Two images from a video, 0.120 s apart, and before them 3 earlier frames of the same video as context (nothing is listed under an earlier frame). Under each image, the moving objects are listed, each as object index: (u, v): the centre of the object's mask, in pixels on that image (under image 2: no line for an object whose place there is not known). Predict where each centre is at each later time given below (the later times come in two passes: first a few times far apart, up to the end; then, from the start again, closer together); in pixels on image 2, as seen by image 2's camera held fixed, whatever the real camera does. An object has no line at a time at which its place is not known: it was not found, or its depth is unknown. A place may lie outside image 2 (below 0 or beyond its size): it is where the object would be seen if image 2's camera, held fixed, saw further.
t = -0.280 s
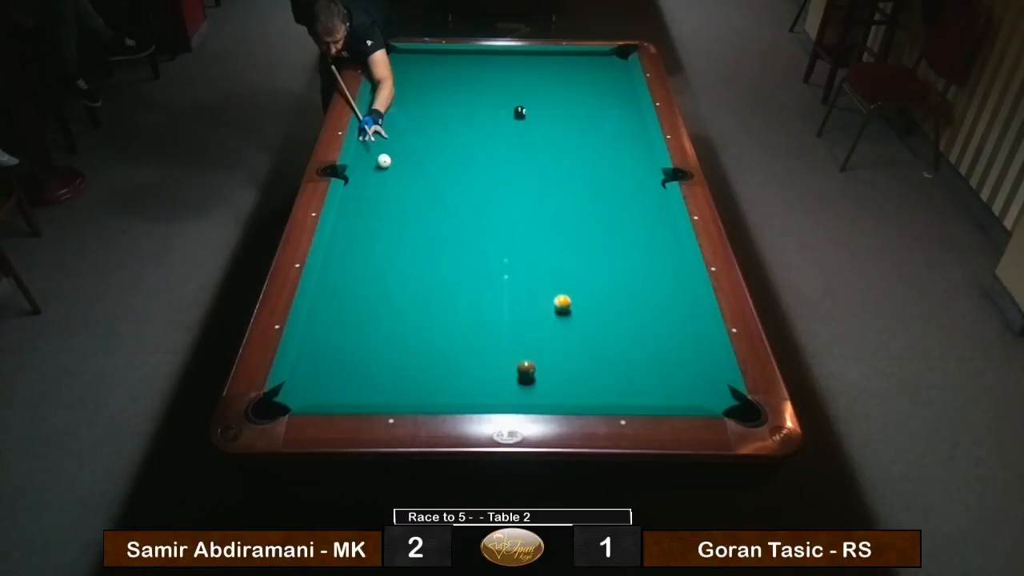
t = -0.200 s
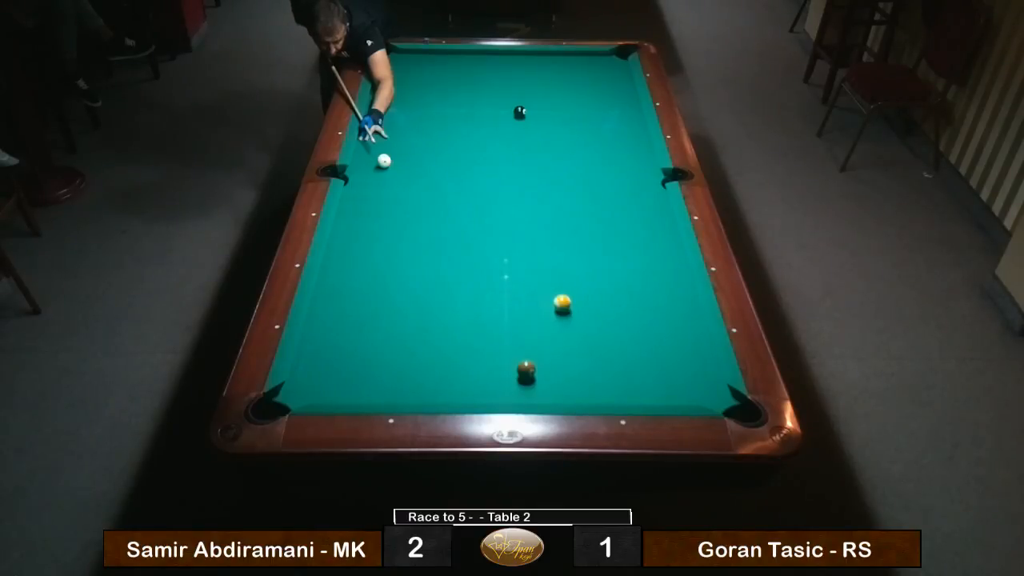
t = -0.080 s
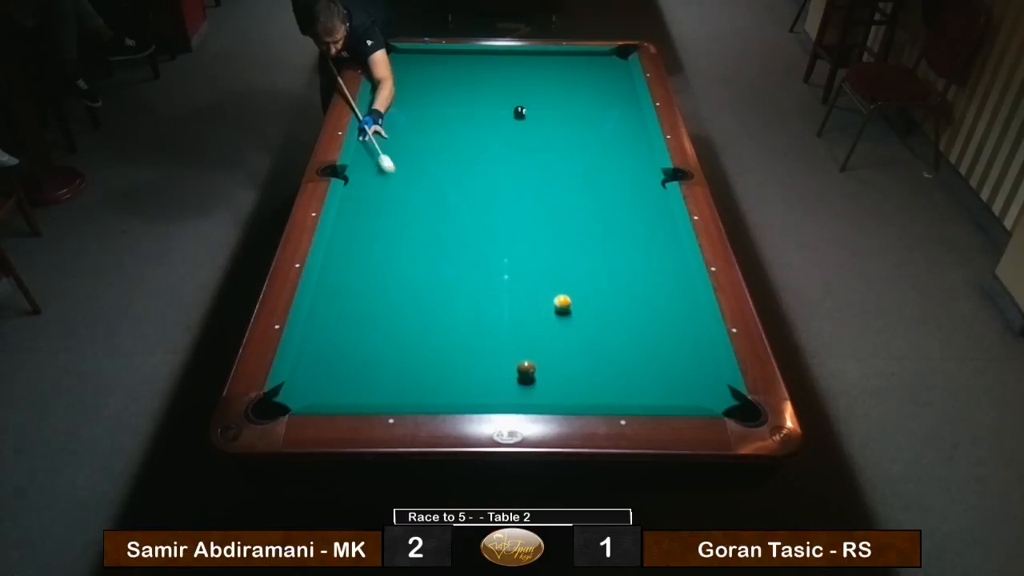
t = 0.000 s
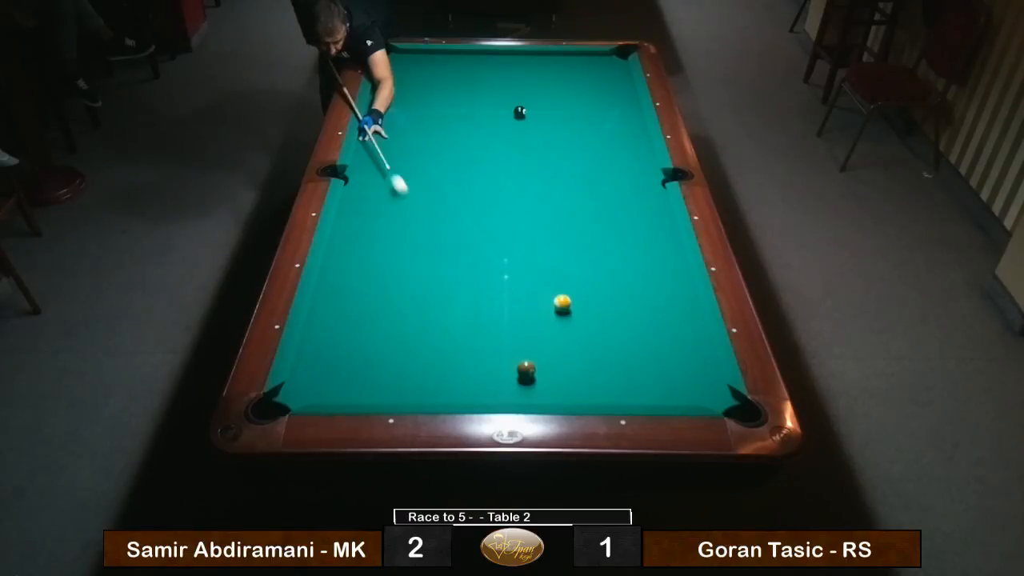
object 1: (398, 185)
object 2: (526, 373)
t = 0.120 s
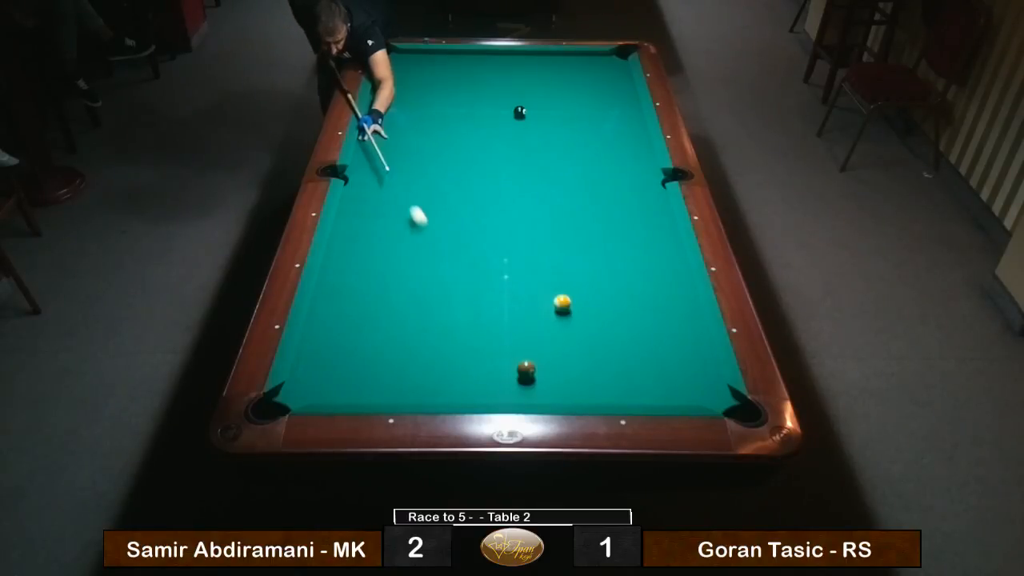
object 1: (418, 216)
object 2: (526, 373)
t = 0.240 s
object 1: (439, 251)
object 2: (526, 373)
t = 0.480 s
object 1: (489, 334)
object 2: (526, 373)
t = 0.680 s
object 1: (503, 384)
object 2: (559, 377)
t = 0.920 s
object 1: (501, 332)
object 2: (613, 385)
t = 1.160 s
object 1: (499, 289)
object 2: (667, 392)
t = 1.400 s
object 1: (497, 252)
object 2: (720, 401)
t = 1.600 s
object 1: (496, 225)
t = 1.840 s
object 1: (495, 196)
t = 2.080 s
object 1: (494, 170)
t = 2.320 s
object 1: (492, 147)
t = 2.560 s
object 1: (491, 127)
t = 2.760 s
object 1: (491, 111)
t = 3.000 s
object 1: (490, 94)
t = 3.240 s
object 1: (489, 79)
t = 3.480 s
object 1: (488, 65)
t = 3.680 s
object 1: (488, 54)
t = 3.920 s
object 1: (488, 59)
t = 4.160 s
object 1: (487, 67)
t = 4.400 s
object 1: (486, 74)
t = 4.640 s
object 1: (485, 80)
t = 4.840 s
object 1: (485, 86)
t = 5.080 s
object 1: (484, 92)
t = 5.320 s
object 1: (483, 98)
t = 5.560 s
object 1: (482, 103)
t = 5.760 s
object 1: (481, 107)
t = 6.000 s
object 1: (480, 112)
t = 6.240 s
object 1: (479, 116)
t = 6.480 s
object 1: (478, 120)
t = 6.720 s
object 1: (477, 123)
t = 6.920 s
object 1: (477, 125)
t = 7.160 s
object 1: (476, 127)
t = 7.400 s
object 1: (477, 129)
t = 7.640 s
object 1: (477, 130)
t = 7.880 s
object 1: (477, 130)
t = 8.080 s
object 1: (477, 130)
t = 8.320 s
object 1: (477, 130)
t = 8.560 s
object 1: (477, 130)
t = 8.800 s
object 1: (477, 130)
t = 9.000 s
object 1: (477, 130)
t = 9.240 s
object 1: (477, 130)
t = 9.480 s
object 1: (477, 130)
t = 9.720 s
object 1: (477, 130)
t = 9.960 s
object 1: (477, 130)
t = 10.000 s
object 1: (477, 130)
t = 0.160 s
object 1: (424, 228)
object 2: (526, 373)
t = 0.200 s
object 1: (431, 239)
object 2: (526, 373)
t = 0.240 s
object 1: (439, 251)
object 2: (526, 373)
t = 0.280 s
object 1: (446, 264)
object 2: (526, 373)
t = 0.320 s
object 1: (454, 276)
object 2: (526, 373)
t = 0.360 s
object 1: (462, 290)
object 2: (526, 373)
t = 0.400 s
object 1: (470, 304)
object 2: (526, 373)
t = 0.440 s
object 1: (479, 318)
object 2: (526, 373)
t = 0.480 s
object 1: (489, 334)
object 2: (526, 373)
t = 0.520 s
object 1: (498, 350)
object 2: (526, 373)
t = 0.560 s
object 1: (506, 366)
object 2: (528, 373)
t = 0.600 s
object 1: (505, 382)
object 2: (540, 374)
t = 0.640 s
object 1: (504, 393)
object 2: (550, 376)
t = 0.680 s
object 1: (503, 384)
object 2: (559, 377)
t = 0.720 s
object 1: (502, 374)
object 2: (569, 378)
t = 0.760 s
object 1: (502, 365)
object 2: (577, 380)
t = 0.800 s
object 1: (502, 357)
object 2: (586, 382)
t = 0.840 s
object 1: (501, 348)
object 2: (595, 383)
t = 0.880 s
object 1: (501, 340)
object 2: (604, 384)
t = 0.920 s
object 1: (501, 332)
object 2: (613, 385)
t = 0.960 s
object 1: (500, 325)
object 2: (622, 386)
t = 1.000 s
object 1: (500, 317)
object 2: (632, 388)
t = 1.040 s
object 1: (500, 310)
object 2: (640, 390)
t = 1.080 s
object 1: (499, 303)
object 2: (649, 391)
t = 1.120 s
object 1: (499, 296)
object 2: (658, 392)
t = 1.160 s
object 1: (499, 289)
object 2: (667, 392)
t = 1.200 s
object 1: (499, 283)
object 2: (675, 393)
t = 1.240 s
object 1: (498, 276)
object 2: (684, 393)
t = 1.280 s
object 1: (498, 270)
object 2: (693, 394)
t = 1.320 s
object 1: (498, 264)
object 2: (703, 397)
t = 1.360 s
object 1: (497, 258)
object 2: (711, 399)
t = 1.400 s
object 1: (497, 252)
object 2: (720, 401)
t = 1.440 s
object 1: (497, 247)
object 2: (727, 401)
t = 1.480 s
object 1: (497, 241)
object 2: (734, 402)
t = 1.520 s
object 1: (497, 236)
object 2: (735, 407)
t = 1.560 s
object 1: (496, 230)
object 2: (737, 415)
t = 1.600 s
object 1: (496, 225)
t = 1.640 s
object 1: (496, 220)
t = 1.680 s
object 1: (496, 215)
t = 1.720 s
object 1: (496, 210)
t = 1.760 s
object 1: (495, 205)
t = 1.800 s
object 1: (495, 201)
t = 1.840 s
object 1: (495, 196)
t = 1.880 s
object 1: (495, 191)
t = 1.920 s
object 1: (494, 187)
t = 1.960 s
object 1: (494, 183)
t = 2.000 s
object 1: (494, 179)
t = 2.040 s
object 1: (494, 174)
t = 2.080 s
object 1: (494, 170)
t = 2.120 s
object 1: (493, 166)
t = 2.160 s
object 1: (493, 162)
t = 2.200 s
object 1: (493, 158)
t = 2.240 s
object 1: (493, 155)
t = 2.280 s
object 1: (493, 151)
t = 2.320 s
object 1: (492, 147)
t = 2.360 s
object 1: (492, 144)
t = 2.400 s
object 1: (492, 140)
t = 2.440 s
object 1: (492, 137)
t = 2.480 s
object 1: (492, 133)
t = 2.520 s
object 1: (492, 130)
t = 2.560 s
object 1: (491, 127)
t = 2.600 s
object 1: (491, 124)
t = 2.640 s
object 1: (491, 120)
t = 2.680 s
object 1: (491, 117)
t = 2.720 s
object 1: (491, 114)
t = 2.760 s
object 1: (491, 111)
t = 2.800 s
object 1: (490, 108)
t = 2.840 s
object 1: (490, 105)
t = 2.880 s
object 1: (490, 102)
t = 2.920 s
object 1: (490, 99)
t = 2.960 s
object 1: (490, 97)
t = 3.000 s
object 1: (490, 94)
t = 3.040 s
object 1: (490, 91)
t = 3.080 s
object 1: (489, 89)
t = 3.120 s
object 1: (489, 86)
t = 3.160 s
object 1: (489, 84)
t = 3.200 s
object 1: (489, 81)
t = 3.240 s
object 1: (489, 79)
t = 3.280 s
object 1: (489, 76)
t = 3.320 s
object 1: (489, 74)
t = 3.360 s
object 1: (489, 72)
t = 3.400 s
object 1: (489, 69)
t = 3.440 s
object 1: (488, 67)
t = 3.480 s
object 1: (488, 65)
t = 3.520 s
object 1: (488, 62)
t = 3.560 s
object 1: (488, 60)
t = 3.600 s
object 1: (488, 58)
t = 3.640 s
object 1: (488, 56)
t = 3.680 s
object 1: (488, 54)
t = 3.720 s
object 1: (488, 53)
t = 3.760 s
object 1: (488, 55)
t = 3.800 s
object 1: (488, 56)
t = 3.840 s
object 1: (488, 57)
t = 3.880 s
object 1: (488, 58)
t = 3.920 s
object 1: (488, 59)
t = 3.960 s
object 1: (488, 61)
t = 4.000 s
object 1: (487, 62)
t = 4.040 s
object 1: (487, 63)
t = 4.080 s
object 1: (487, 64)
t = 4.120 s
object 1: (487, 65)
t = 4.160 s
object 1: (487, 67)
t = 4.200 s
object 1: (487, 68)
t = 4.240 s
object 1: (487, 69)
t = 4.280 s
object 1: (487, 70)
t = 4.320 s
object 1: (487, 71)
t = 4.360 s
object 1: (486, 73)
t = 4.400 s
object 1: (486, 74)
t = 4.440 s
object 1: (486, 75)
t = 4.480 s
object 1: (486, 76)
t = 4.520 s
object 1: (486, 77)
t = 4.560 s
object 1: (486, 78)
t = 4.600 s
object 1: (486, 79)
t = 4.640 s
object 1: (485, 80)
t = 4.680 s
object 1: (485, 81)
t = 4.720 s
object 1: (485, 83)
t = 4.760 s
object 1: (485, 84)
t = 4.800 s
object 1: (485, 85)
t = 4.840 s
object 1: (485, 86)
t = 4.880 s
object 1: (485, 87)
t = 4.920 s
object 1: (484, 88)
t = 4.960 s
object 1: (484, 89)
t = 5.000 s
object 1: (484, 90)
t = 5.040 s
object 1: (484, 91)
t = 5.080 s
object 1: (484, 92)
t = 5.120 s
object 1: (484, 93)
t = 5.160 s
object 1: (483, 94)
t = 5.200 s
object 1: (483, 95)
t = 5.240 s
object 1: (483, 96)
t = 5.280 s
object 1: (483, 97)
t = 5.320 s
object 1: (483, 98)
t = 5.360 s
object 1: (483, 99)
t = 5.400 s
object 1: (482, 100)
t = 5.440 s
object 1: (482, 101)
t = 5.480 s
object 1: (482, 102)
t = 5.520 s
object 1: (482, 102)
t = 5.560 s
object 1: (482, 103)
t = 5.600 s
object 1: (481, 104)
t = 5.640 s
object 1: (481, 105)
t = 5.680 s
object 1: (481, 106)
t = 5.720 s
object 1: (481, 107)
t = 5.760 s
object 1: (481, 107)
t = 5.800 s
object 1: (481, 108)
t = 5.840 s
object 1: (480, 109)
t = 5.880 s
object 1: (480, 110)
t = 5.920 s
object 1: (480, 110)
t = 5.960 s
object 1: (480, 111)
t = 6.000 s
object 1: (480, 112)
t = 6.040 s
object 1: (480, 113)
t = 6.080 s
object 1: (480, 113)
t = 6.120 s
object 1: (479, 114)
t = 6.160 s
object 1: (479, 115)
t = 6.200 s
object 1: (479, 115)
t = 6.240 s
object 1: (479, 116)
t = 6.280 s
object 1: (479, 117)
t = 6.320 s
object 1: (479, 117)
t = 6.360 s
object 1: (479, 118)
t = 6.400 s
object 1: (479, 118)
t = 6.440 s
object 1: (478, 119)
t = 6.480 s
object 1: (478, 120)
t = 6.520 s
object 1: (478, 120)
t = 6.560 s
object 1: (478, 121)
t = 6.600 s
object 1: (478, 121)
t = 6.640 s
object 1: (478, 122)
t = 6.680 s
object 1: (477, 122)
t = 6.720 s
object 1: (477, 123)
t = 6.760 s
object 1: (477, 123)
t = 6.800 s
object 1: (477, 124)
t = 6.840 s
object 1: (477, 124)
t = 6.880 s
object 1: (477, 124)
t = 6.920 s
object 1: (477, 125)
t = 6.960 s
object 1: (477, 125)
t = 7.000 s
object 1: (477, 125)
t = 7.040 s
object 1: (477, 126)
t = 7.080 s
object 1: (477, 126)
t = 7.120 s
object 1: (476, 126)
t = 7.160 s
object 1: (476, 127)
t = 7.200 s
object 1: (476, 127)
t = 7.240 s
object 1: (476, 127)
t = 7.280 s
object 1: (476, 128)
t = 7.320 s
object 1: (477, 128)
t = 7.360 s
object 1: (477, 128)
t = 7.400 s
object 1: (477, 129)
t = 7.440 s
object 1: (477, 129)
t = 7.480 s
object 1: (477, 129)
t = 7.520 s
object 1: (477, 129)
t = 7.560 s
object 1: (477, 129)
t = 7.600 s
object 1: (477, 130)
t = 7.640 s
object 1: (477, 130)
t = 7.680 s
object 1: (477, 130)
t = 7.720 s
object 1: (477, 130)
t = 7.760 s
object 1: (477, 130)
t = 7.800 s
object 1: (477, 130)
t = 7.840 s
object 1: (477, 130)
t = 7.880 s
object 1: (477, 130)
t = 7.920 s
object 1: (477, 130)
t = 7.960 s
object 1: (477, 130)
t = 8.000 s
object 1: (477, 130)
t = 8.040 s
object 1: (477, 130)
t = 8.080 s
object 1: (477, 130)
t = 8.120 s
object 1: (477, 130)
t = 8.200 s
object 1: (477, 130)
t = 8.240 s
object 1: (477, 130)
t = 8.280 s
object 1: (477, 130)
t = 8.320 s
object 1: (477, 130)
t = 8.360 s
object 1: (477, 130)
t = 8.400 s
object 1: (477, 130)
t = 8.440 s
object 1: (477, 130)
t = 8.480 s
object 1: (477, 130)
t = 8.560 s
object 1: (477, 130)
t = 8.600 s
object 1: (477, 130)
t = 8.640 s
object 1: (477, 130)
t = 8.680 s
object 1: (477, 130)
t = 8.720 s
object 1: (477, 130)
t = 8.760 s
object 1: (477, 130)
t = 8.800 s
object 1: (477, 130)
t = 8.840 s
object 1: (477, 130)
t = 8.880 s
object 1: (477, 130)
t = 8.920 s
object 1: (477, 130)
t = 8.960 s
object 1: (477, 130)
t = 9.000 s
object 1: (477, 130)
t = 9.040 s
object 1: (477, 130)
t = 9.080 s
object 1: (477, 130)
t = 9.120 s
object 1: (477, 130)
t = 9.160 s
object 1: (477, 130)
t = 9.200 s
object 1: (477, 130)
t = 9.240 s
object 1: (477, 130)
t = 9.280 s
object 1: (477, 130)
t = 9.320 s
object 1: (477, 130)
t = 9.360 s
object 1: (477, 130)
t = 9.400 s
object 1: (477, 130)
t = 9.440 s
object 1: (477, 130)
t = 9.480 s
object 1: (477, 130)
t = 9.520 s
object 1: (477, 130)
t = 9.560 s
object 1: (477, 130)
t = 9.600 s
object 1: (477, 130)
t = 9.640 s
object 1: (477, 130)
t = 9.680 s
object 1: (477, 130)
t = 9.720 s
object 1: (477, 130)
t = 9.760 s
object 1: (477, 130)
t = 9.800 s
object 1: (477, 130)
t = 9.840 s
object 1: (477, 130)
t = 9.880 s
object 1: (477, 130)
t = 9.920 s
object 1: (477, 130)
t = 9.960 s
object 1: (477, 130)
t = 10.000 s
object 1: (477, 130)
